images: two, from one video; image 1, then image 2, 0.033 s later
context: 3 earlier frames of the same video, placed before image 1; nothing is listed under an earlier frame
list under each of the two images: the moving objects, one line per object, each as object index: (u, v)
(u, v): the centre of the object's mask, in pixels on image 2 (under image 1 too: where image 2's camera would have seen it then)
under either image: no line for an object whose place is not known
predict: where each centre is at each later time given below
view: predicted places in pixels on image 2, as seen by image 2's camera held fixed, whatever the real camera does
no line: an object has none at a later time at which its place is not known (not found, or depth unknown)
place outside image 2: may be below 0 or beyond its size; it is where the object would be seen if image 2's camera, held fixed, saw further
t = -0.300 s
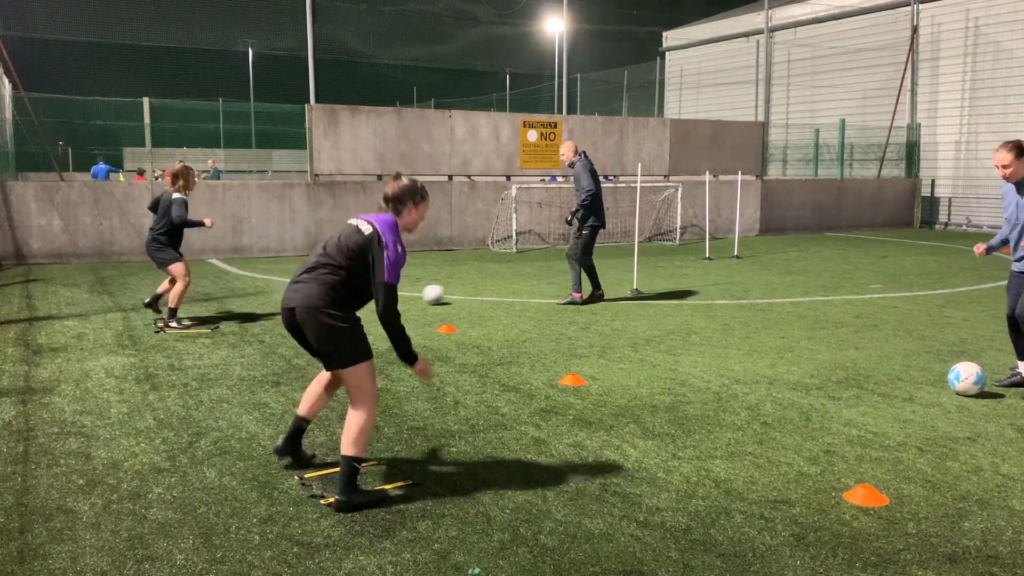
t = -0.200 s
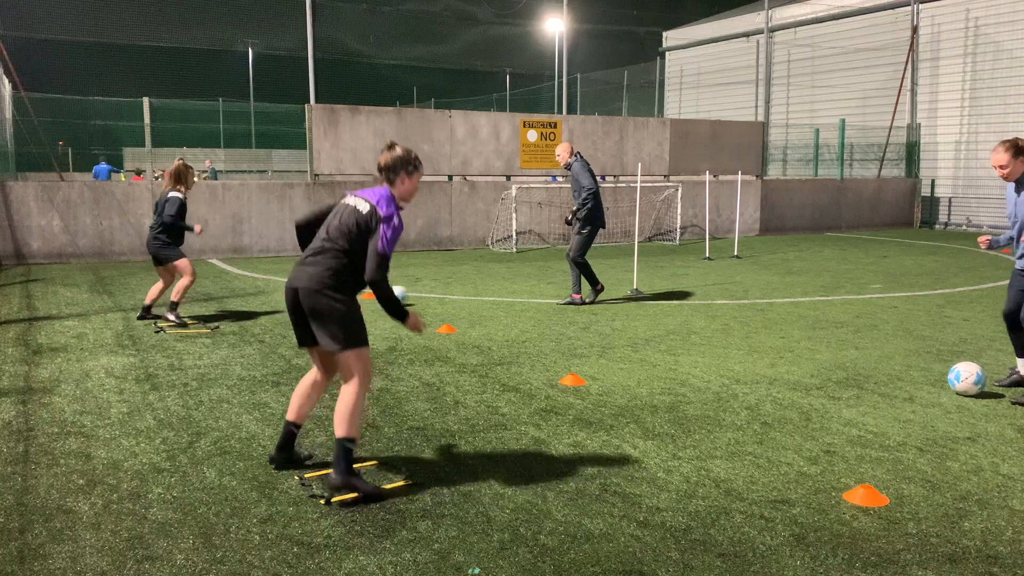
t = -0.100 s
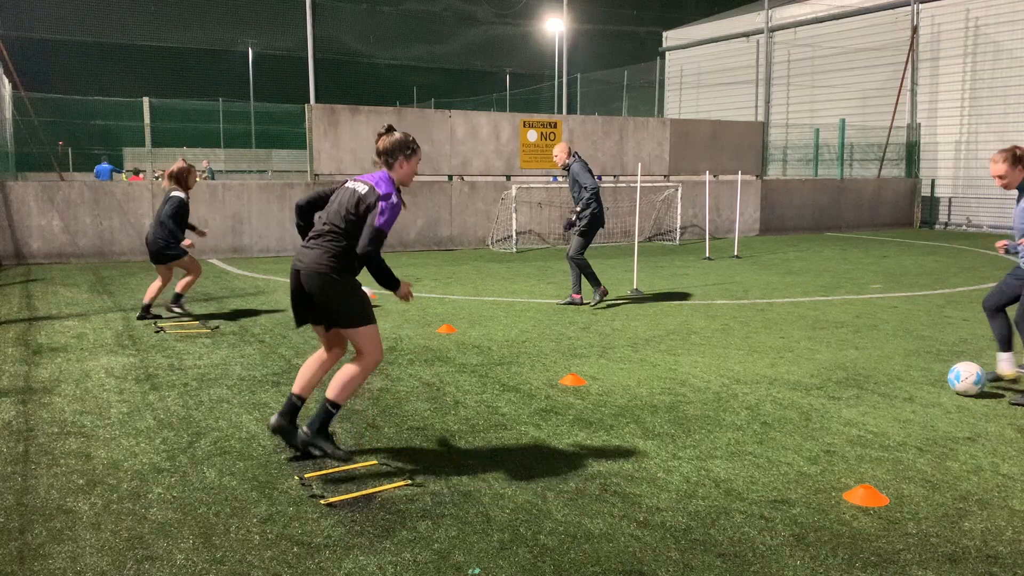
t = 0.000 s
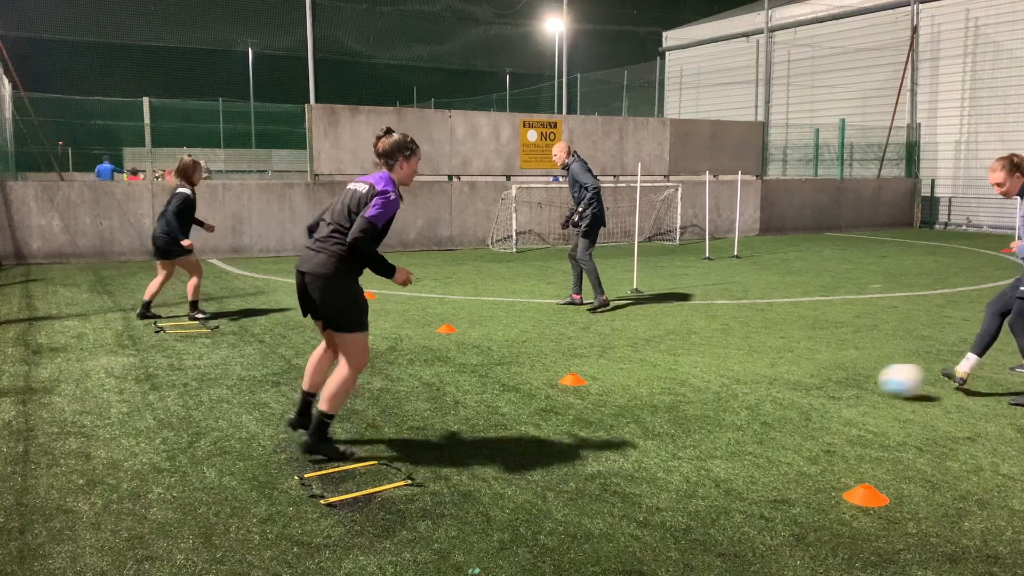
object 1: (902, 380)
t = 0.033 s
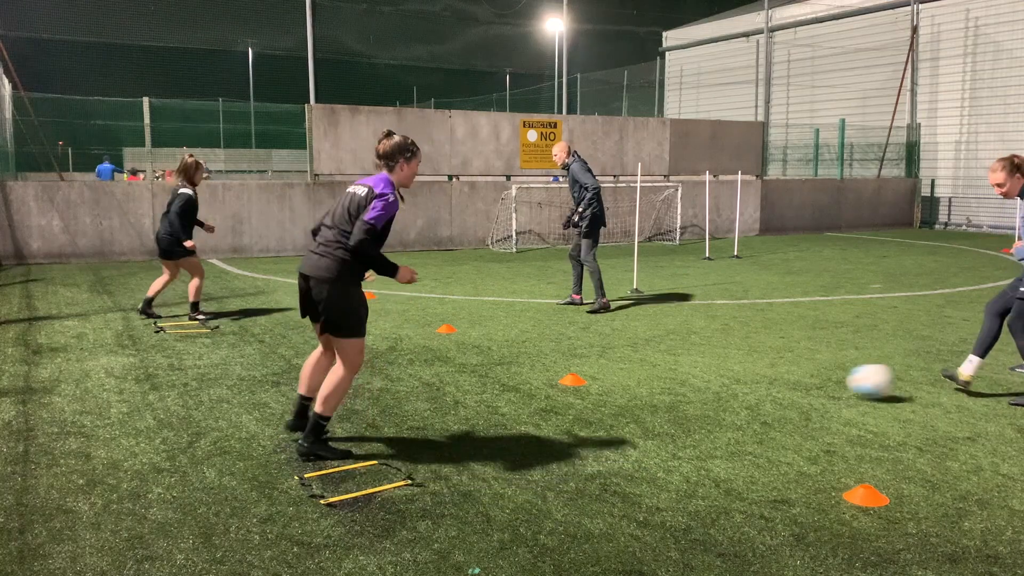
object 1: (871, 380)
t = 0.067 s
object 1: (838, 383)
